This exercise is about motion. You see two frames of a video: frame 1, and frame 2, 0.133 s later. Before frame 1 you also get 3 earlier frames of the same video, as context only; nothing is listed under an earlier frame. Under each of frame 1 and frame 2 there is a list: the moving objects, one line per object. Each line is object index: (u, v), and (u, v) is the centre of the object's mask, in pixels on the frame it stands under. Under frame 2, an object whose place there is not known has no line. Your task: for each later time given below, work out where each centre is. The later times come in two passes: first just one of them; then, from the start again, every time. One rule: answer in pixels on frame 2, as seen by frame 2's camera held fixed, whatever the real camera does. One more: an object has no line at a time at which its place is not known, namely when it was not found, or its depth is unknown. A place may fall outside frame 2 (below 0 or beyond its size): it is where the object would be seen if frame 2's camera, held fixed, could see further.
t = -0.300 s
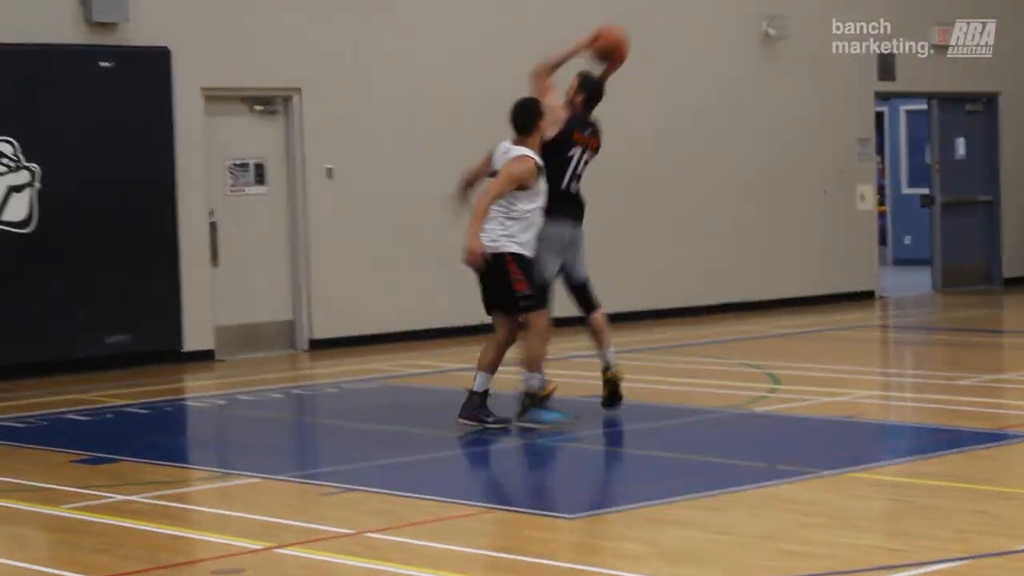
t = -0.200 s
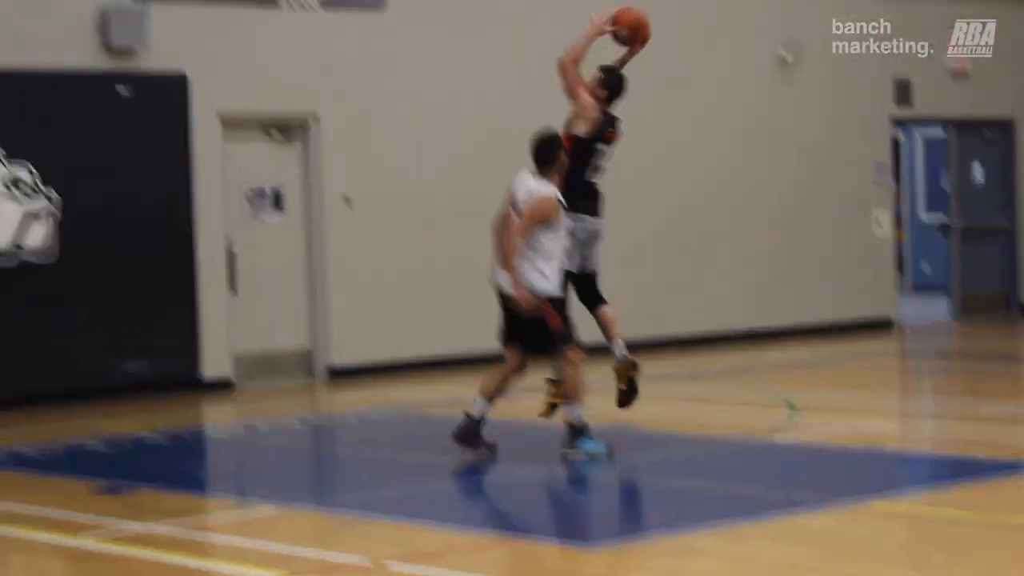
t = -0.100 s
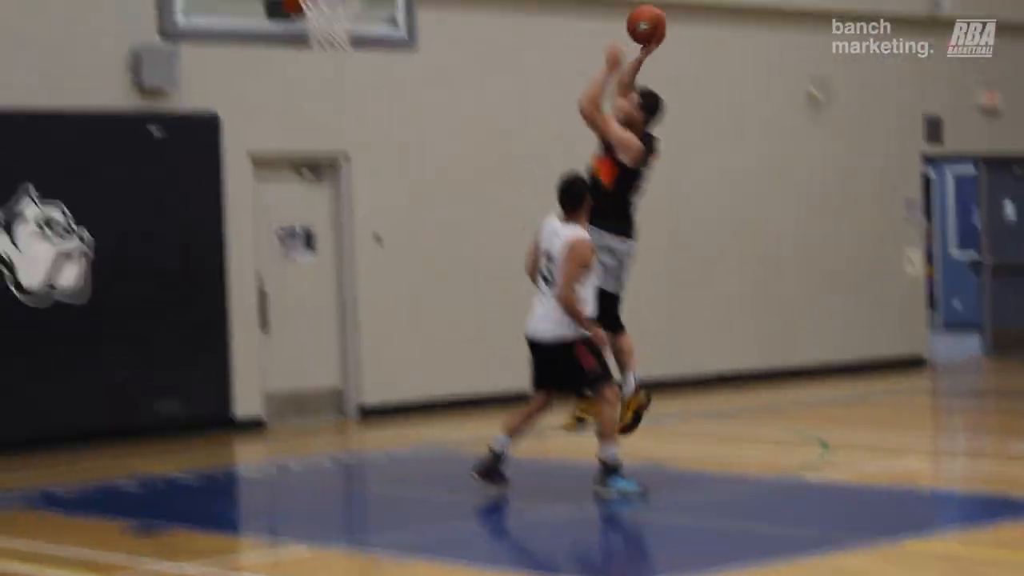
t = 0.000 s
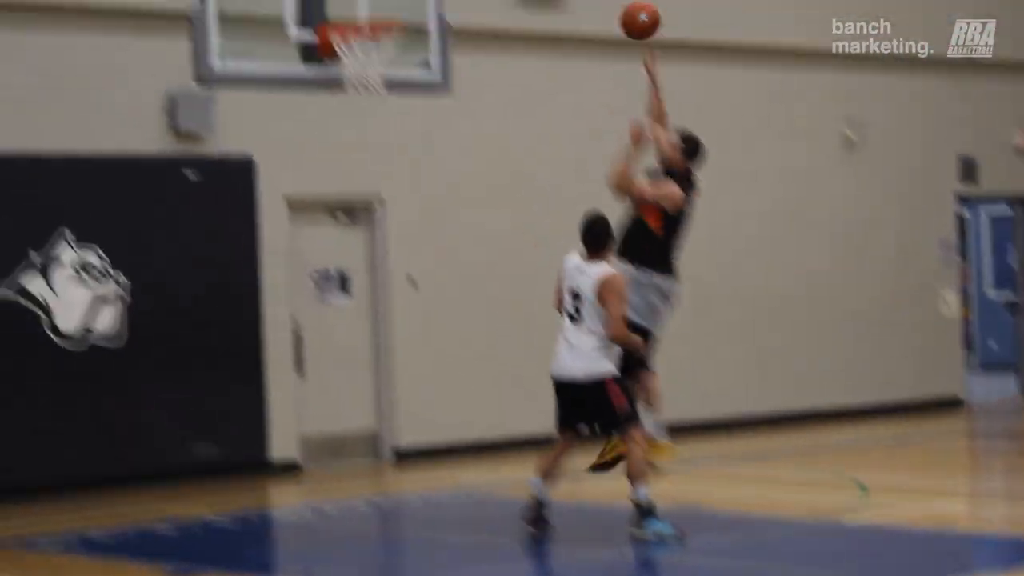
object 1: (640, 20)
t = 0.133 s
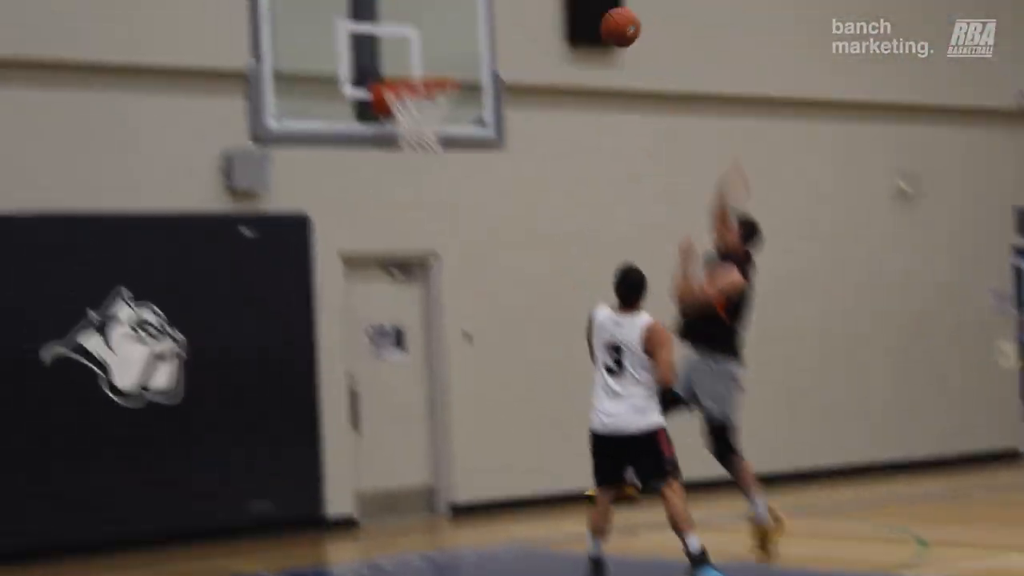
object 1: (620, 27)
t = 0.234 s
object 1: (569, 10)
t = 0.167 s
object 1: (603, 20)
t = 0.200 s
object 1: (585, 14)
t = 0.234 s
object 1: (569, 10)
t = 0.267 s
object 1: (551, 7)
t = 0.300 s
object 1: (534, 7)
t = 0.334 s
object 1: (518, 7)
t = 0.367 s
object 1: (499, 11)
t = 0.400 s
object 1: (482, 17)
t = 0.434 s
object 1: (466, 23)
